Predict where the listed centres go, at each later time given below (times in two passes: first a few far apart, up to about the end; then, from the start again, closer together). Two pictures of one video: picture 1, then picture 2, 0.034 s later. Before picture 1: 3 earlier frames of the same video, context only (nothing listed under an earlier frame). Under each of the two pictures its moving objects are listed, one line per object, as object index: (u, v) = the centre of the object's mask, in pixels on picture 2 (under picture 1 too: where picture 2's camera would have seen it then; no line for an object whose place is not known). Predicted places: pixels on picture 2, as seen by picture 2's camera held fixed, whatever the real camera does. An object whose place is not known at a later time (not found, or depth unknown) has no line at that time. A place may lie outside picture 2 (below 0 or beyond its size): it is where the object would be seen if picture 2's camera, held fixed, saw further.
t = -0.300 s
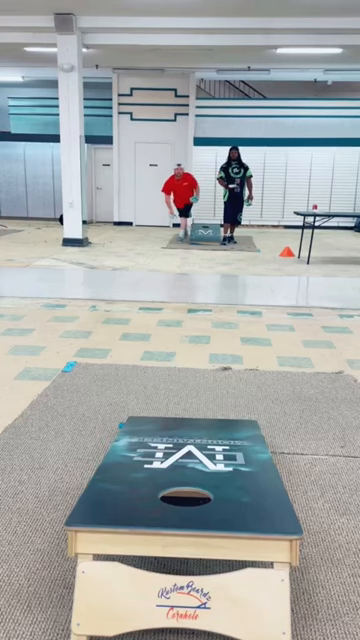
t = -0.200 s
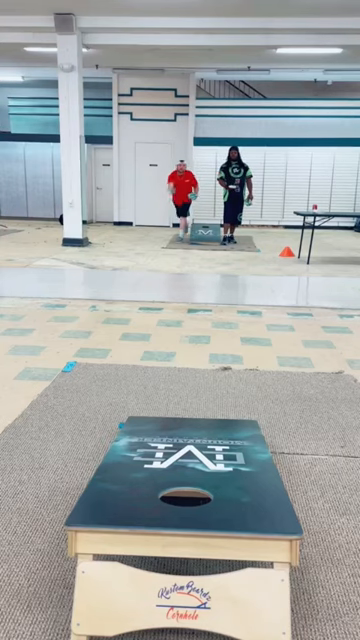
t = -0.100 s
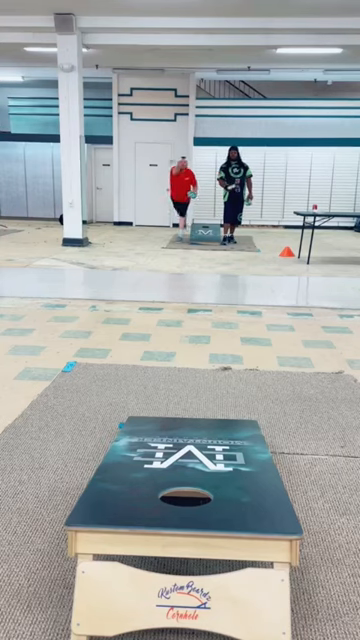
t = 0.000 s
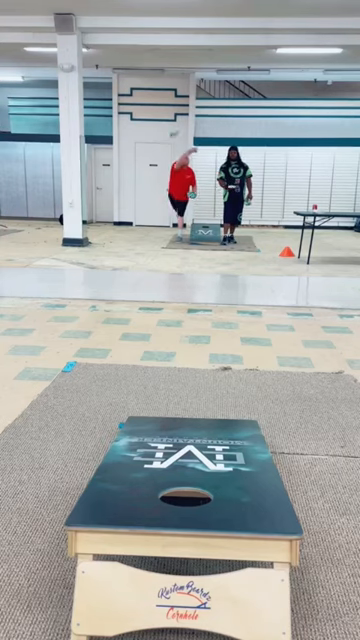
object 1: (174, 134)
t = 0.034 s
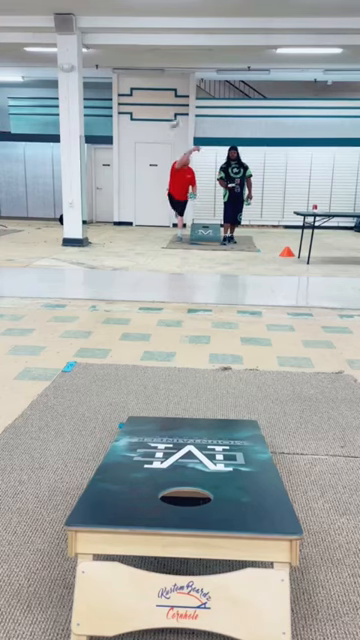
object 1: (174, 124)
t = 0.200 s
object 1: (178, 85)
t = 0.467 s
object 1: (182, 57)
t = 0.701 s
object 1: (186, 97)
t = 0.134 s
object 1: (177, 99)
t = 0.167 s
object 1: (178, 92)
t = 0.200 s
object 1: (178, 85)
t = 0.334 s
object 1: (182, 64)
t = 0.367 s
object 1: (182, 61)
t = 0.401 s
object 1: (181, 58)
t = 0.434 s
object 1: (182, 57)
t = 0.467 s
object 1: (182, 57)
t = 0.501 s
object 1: (183, 58)
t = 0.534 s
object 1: (183, 60)
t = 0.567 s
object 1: (184, 64)
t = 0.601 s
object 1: (185, 69)
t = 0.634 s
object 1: (186, 76)
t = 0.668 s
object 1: (186, 86)
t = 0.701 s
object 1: (186, 97)
